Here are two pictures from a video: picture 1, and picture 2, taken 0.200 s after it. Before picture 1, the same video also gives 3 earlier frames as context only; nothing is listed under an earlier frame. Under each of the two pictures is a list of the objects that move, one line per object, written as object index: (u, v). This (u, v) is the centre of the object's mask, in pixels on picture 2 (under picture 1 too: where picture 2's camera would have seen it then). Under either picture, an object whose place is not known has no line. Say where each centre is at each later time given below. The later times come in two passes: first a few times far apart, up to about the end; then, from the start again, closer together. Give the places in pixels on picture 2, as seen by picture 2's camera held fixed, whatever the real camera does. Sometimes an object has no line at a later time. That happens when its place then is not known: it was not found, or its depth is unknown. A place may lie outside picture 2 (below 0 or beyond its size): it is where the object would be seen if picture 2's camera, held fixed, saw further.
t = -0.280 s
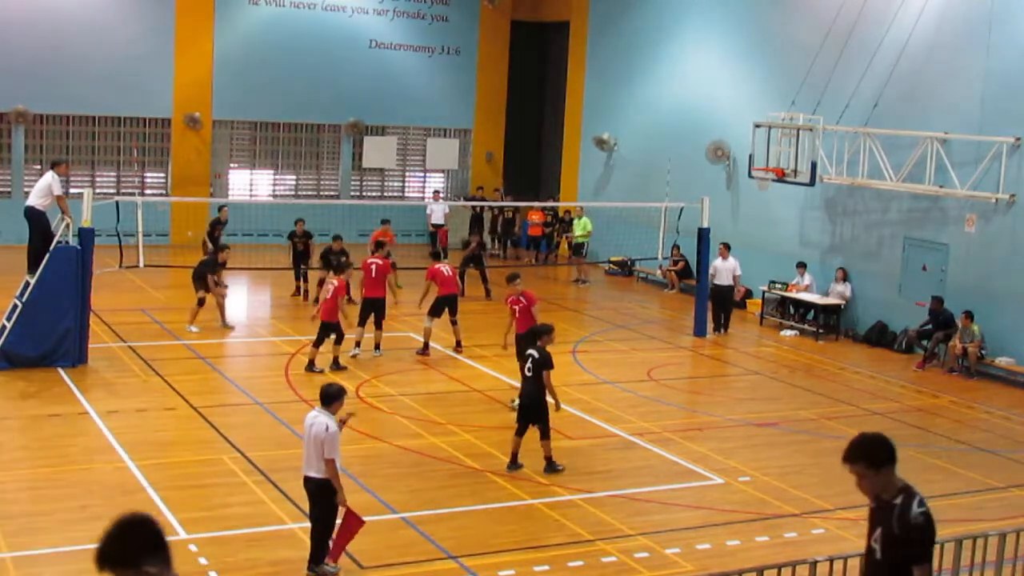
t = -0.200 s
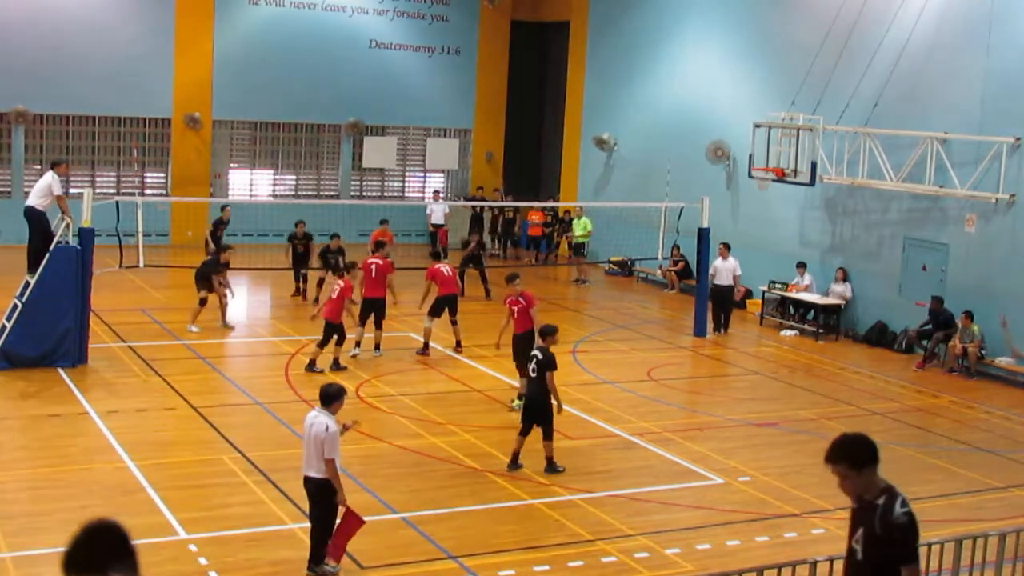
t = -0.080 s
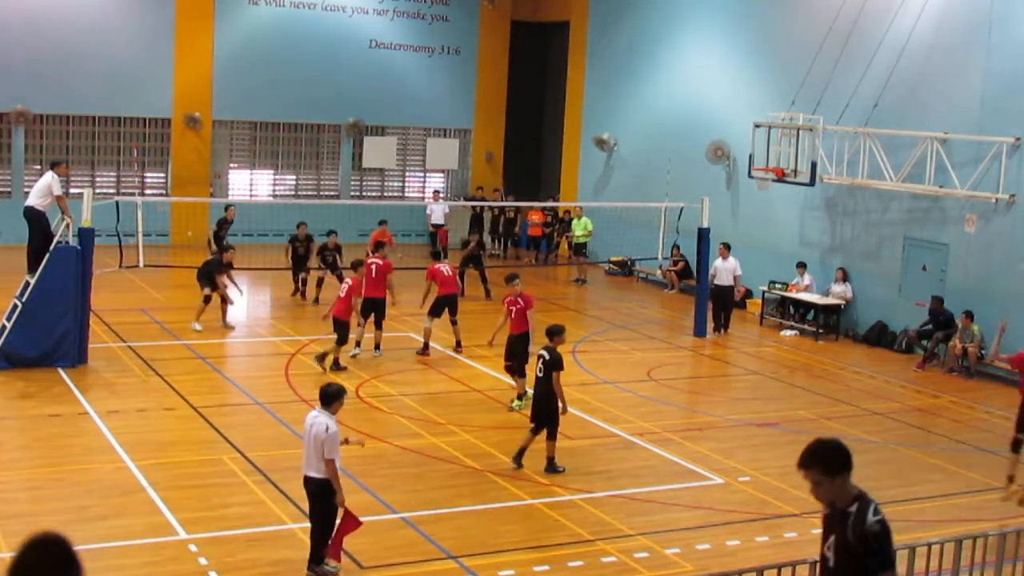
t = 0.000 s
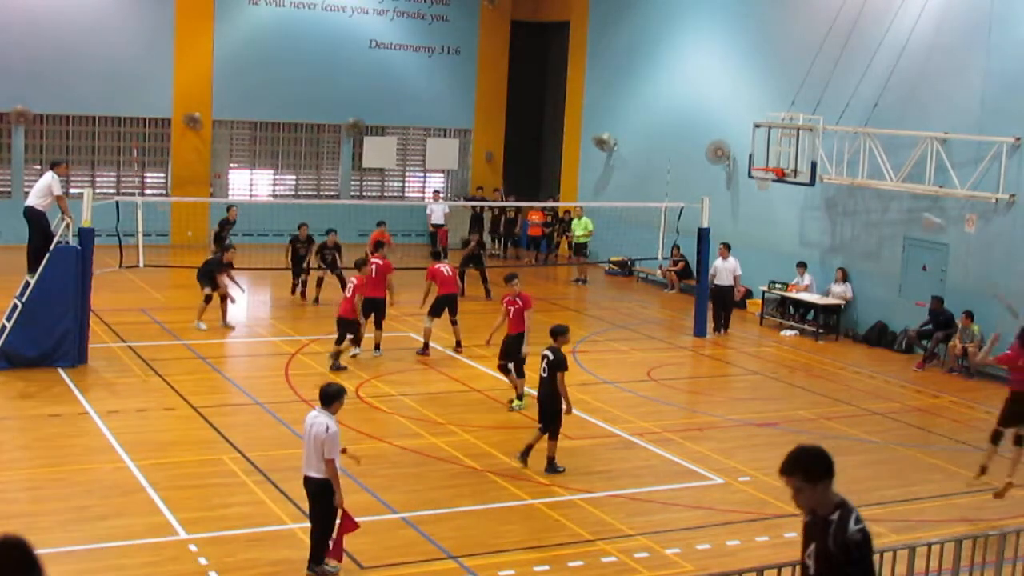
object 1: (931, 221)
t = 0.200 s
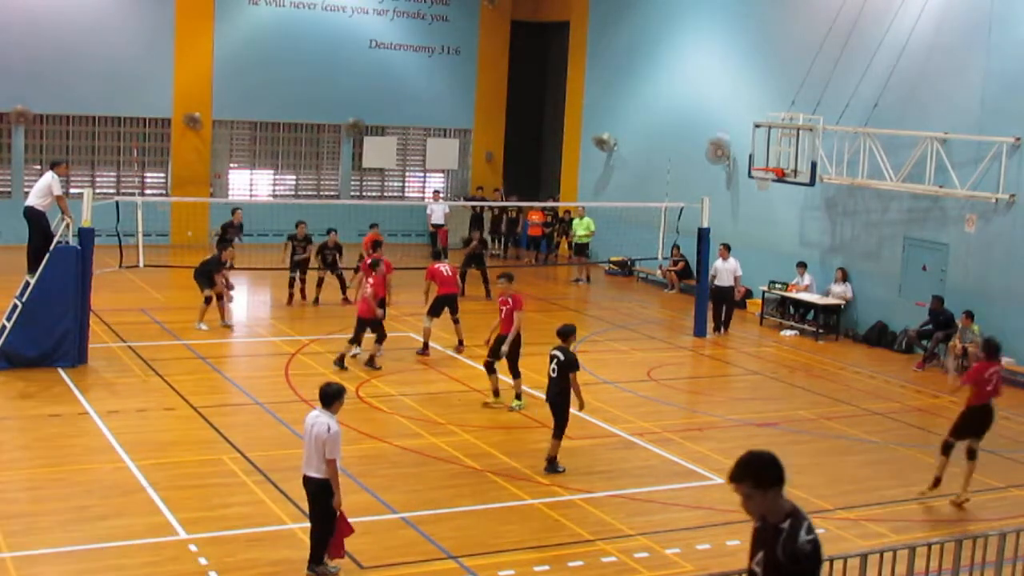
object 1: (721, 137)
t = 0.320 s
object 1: (617, 113)
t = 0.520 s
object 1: (482, 96)
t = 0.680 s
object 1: (394, 108)
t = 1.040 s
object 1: (254, 188)
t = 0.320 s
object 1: (617, 113)
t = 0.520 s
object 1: (482, 96)
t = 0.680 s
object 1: (394, 108)
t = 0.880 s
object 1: (310, 144)
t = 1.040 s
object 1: (254, 188)
